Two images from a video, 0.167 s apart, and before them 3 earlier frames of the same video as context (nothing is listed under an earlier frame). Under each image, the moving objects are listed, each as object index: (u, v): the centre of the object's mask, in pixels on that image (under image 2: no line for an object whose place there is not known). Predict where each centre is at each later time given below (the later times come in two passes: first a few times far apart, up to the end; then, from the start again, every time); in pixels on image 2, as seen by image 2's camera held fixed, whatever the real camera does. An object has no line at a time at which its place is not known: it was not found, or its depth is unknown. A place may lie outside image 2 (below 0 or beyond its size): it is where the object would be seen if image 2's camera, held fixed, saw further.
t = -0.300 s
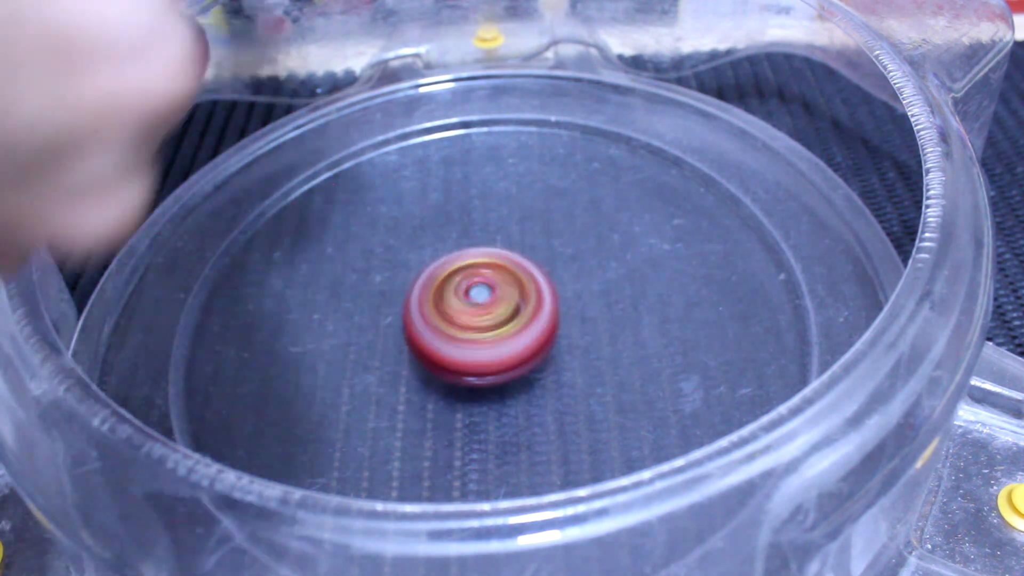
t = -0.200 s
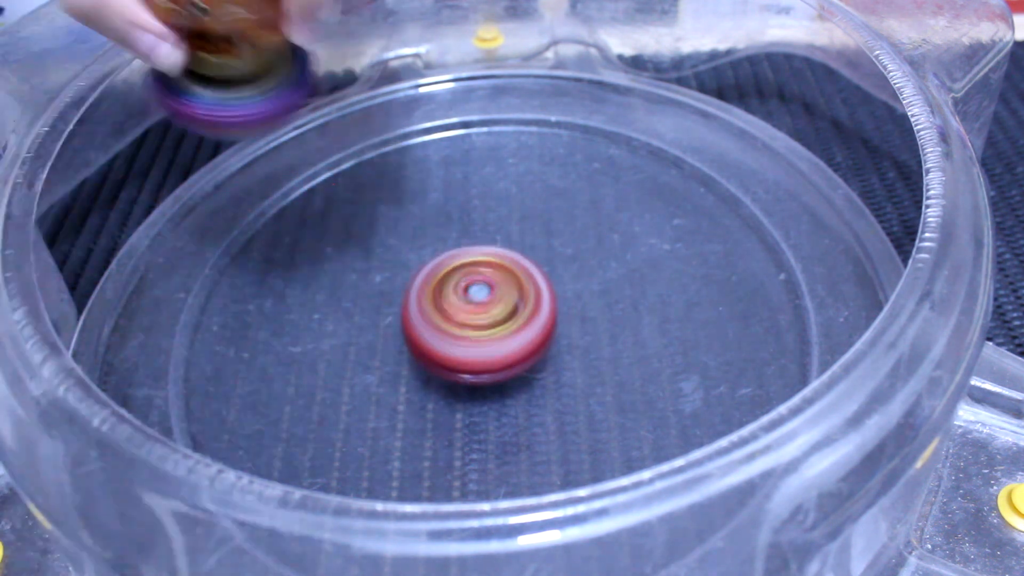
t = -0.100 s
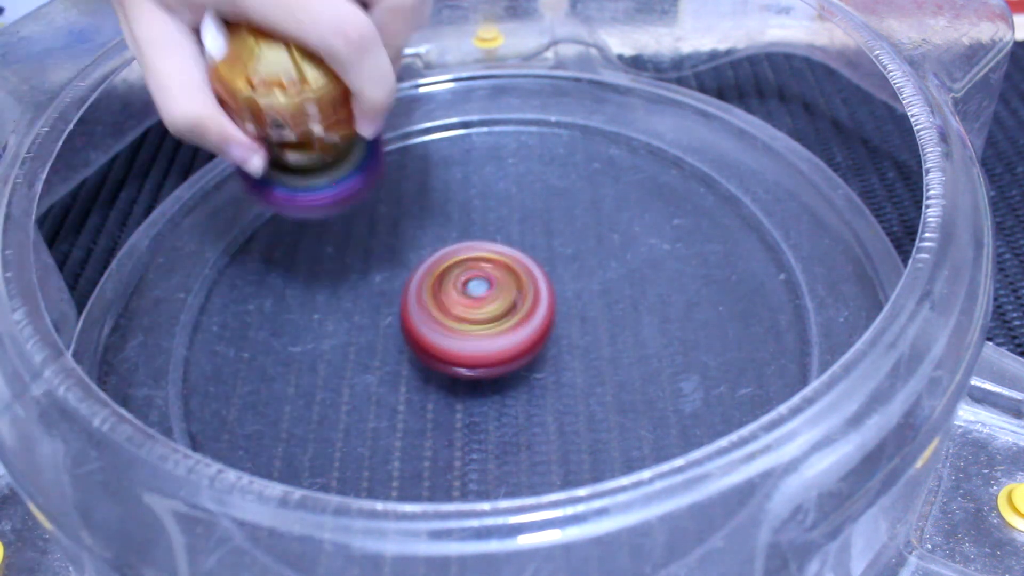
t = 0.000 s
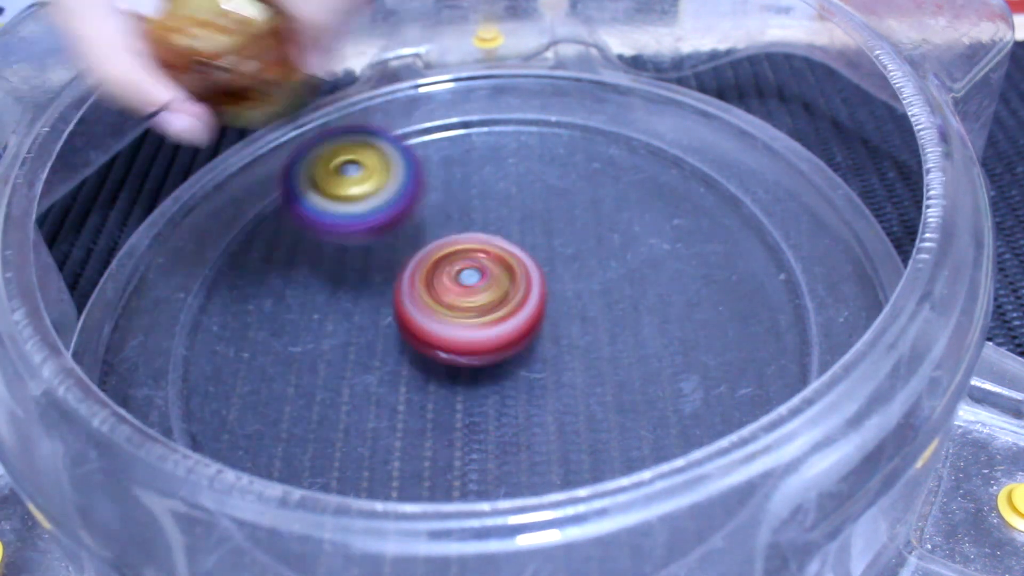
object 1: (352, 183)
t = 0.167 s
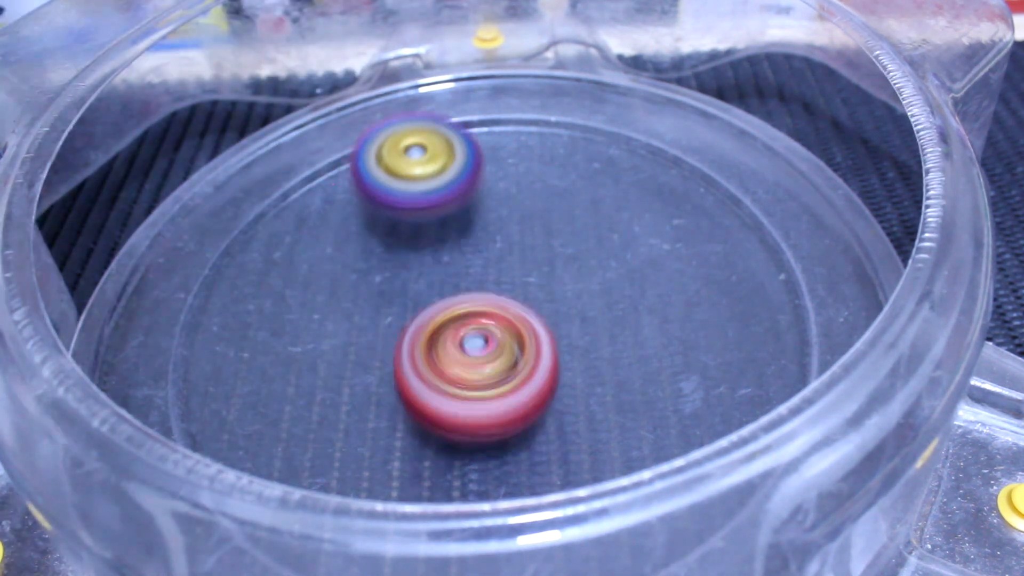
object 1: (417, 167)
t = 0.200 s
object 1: (419, 163)
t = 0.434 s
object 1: (401, 217)
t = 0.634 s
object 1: (382, 225)
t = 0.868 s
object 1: (480, 116)
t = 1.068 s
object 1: (506, 191)
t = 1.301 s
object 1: (469, 358)
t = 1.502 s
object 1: (462, 336)
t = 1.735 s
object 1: (568, 227)
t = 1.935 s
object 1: (565, 176)
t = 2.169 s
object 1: (474, 238)
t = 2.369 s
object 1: (523, 338)
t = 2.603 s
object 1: (663, 294)
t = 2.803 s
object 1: (607, 216)
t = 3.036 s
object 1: (430, 300)
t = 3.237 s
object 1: (477, 434)
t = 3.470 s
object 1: (686, 355)
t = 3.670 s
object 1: (576, 228)
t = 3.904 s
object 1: (289, 301)
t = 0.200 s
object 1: (419, 163)
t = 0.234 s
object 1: (420, 156)
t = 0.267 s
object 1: (420, 159)
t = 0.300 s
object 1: (417, 168)
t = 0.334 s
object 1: (413, 182)
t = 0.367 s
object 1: (408, 198)
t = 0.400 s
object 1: (404, 215)
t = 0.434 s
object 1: (401, 217)
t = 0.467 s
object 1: (397, 206)
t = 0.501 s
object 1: (393, 200)
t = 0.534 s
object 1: (390, 201)
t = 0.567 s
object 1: (386, 204)
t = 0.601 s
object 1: (383, 213)
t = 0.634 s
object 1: (382, 225)
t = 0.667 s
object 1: (383, 241)
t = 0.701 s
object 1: (389, 257)
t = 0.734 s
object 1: (401, 271)
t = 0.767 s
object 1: (426, 229)
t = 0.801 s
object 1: (448, 191)
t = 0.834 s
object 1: (465, 147)
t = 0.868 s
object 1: (480, 116)
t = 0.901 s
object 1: (486, 92)
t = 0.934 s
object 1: (493, 92)
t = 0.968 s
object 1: (500, 117)
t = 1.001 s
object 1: (502, 137)
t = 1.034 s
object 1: (504, 165)
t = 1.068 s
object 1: (506, 191)
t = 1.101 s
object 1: (506, 220)
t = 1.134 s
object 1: (507, 253)
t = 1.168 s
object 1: (503, 280)
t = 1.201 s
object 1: (496, 306)
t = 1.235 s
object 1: (488, 328)
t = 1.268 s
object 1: (478, 345)
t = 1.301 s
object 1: (469, 358)
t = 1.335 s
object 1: (460, 365)
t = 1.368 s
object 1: (454, 368)
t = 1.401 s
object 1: (451, 367)
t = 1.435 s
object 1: (452, 360)
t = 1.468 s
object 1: (456, 350)
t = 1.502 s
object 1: (462, 336)
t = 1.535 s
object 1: (472, 321)
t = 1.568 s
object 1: (486, 304)
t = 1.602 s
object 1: (501, 287)
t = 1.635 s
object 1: (516, 272)
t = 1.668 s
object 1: (534, 257)
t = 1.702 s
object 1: (552, 242)
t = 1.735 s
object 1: (568, 227)
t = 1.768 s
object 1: (578, 215)
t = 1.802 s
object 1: (583, 203)
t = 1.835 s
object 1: (585, 191)
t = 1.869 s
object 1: (581, 182)
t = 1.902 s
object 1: (574, 177)
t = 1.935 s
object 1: (565, 176)
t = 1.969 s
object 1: (553, 176)
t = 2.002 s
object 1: (539, 178)
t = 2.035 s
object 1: (524, 185)
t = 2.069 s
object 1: (510, 194)
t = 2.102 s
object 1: (496, 205)
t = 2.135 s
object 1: (484, 221)
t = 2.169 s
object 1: (474, 238)
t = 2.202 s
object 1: (468, 258)
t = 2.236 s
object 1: (469, 277)
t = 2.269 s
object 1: (475, 295)
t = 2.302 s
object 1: (488, 314)
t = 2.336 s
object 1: (503, 328)
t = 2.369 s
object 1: (523, 338)
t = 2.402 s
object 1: (546, 346)
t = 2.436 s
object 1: (569, 348)
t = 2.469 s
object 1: (593, 345)
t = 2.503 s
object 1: (616, 337)
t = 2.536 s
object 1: (637, 325)
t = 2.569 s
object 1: (654, 311)
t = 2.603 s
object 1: (663, 294)
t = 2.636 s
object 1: (668, 277)
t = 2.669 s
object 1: (666, 260)
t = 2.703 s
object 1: (658, 243)
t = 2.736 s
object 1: (643, 232)
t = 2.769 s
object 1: (625, 223)
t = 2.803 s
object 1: (607, 216)
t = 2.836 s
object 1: (581, 214)
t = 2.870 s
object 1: (553, 218)
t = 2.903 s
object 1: (524, 226)
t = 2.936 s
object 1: (497, 239)
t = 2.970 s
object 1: (470, 256)
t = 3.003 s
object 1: (449, 277)
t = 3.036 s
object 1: (430, 300)
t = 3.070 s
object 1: (417, 328)
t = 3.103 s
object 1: (413, 353)
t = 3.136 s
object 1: (418, 381)
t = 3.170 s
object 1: (430, 404)
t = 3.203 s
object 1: (451, 424)
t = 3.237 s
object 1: (477, 434)
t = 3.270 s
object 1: (510, 437)
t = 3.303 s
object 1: (545, 436)
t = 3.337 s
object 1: (581, 429)
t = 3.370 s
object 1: (618, 416)
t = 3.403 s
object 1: (650, 400)
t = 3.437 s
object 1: (674, 381)
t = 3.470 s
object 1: (686, 355)
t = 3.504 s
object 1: (690, 327)
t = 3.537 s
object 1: (683, 301)
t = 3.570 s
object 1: (668, 275)
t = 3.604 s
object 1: (644, 255)
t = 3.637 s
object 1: (612, 239)
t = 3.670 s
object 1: (576, 228)
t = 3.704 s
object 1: (535, 222)
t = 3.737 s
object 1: (492, 222)
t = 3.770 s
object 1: (448, 228)
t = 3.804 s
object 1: (403, 239)
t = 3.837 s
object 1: (362, 253)
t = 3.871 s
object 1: (323, 274)
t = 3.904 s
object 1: (289, 301)
